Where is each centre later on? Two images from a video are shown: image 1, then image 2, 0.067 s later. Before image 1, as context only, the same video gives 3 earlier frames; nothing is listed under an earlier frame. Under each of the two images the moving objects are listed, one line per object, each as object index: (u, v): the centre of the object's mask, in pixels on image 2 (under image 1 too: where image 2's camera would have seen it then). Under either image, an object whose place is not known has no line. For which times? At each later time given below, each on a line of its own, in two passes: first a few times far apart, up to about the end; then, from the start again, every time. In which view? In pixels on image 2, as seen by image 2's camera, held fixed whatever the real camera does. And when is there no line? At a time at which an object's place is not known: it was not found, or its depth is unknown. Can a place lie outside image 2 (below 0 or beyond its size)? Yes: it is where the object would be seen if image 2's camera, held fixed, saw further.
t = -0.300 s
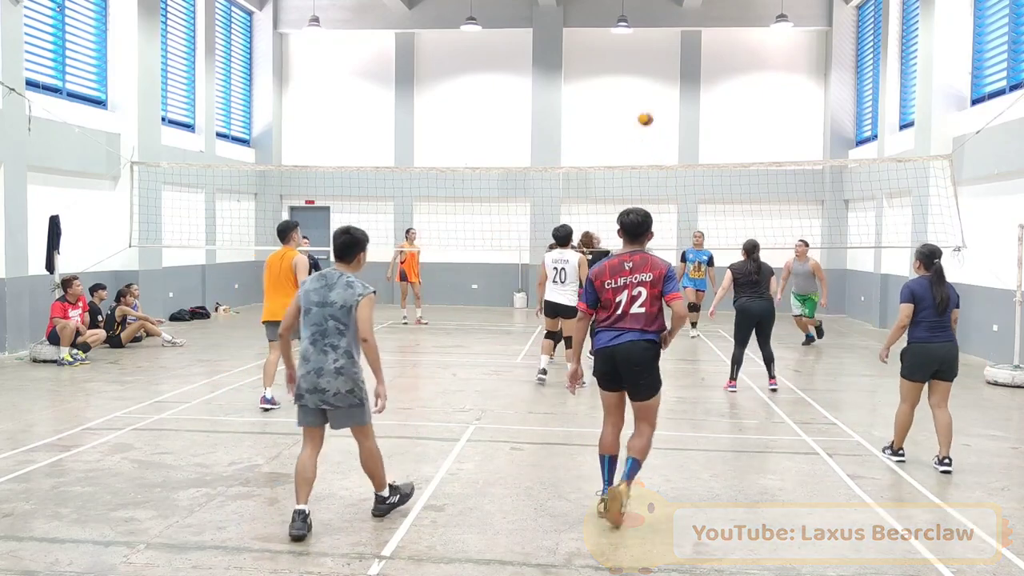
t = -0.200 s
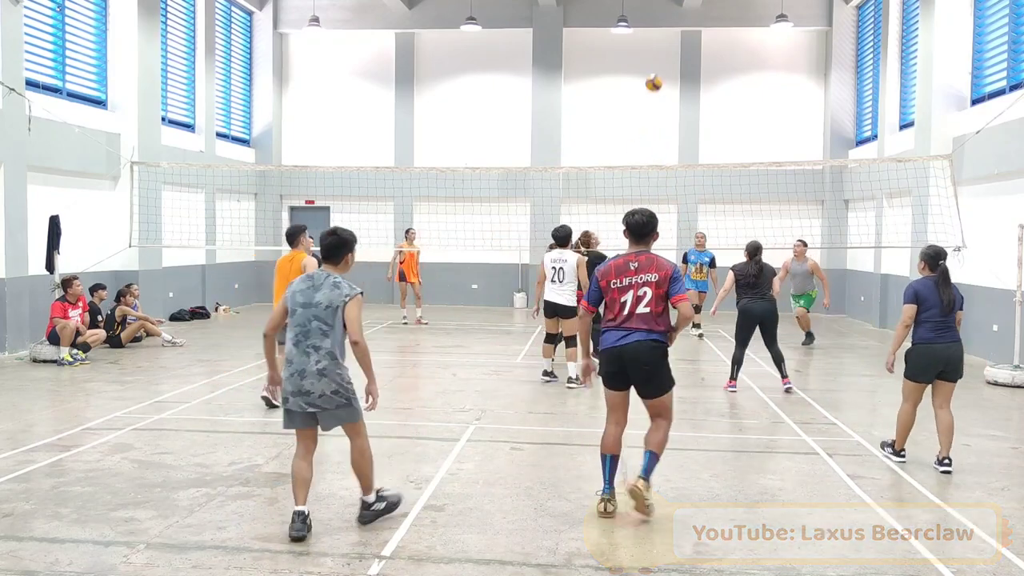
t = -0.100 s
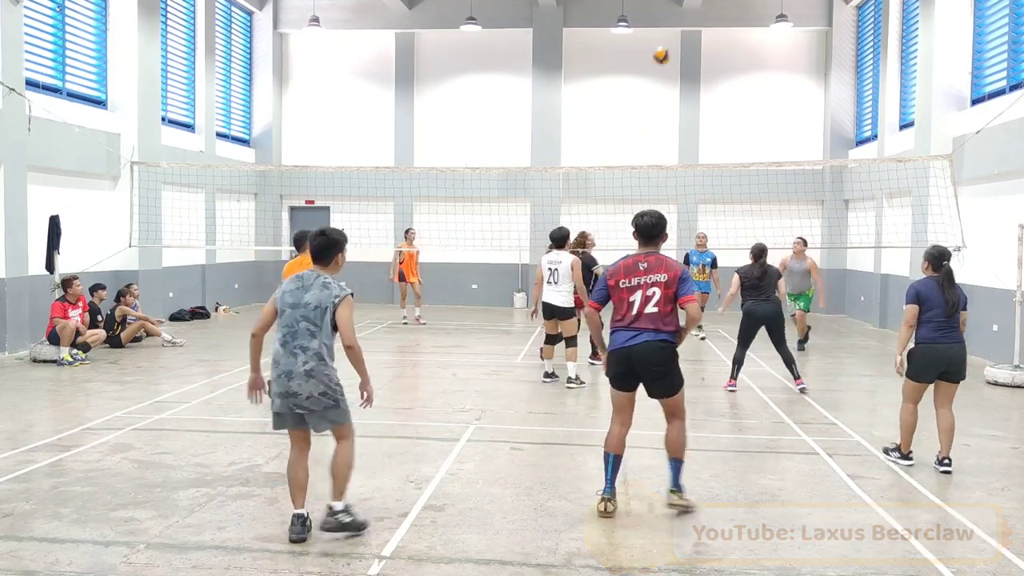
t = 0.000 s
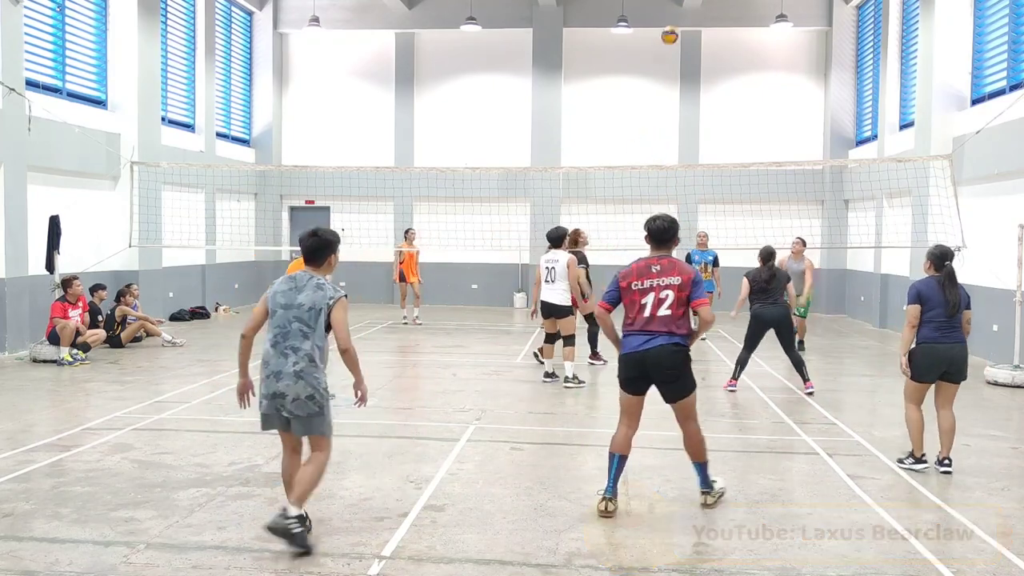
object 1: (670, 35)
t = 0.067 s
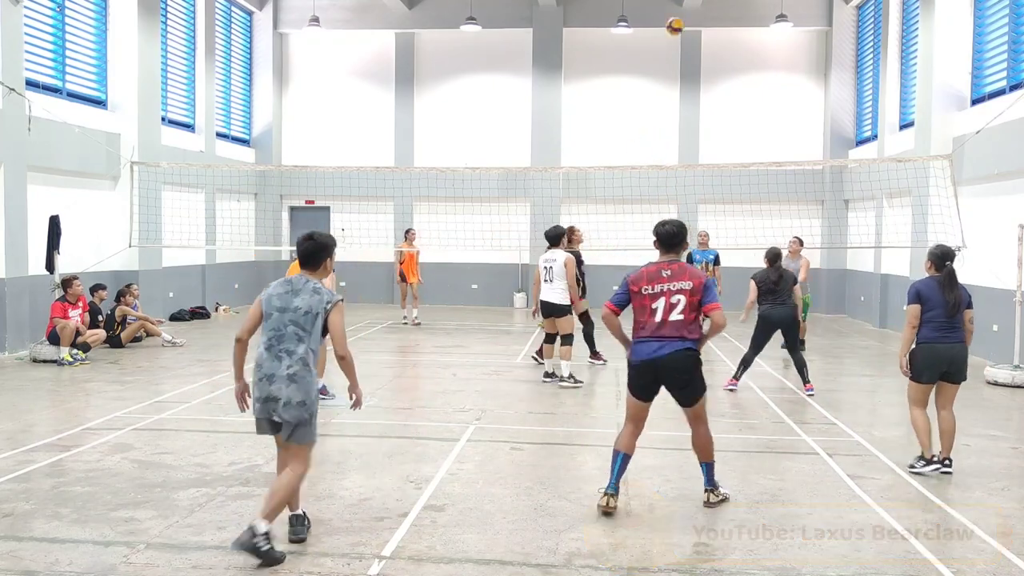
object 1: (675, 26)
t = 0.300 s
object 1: (692, 21)
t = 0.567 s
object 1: (712, 71)
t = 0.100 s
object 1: (677, 22)
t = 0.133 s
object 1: (680, 20)
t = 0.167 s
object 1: (682, 18)
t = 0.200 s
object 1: (685, 18)
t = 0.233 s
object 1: (688, 18)
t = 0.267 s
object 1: (690, 19)
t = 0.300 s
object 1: (692, 21)
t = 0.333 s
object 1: (695, 24)
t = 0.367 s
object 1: (698, 28)
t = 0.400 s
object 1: (700, 33)
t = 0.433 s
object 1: (702, 39)
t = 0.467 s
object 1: (705, 45)
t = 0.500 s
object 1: (708, 54)
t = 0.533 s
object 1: (710, 62)
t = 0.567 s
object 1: (712, 71)
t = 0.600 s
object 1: (715, 81)
